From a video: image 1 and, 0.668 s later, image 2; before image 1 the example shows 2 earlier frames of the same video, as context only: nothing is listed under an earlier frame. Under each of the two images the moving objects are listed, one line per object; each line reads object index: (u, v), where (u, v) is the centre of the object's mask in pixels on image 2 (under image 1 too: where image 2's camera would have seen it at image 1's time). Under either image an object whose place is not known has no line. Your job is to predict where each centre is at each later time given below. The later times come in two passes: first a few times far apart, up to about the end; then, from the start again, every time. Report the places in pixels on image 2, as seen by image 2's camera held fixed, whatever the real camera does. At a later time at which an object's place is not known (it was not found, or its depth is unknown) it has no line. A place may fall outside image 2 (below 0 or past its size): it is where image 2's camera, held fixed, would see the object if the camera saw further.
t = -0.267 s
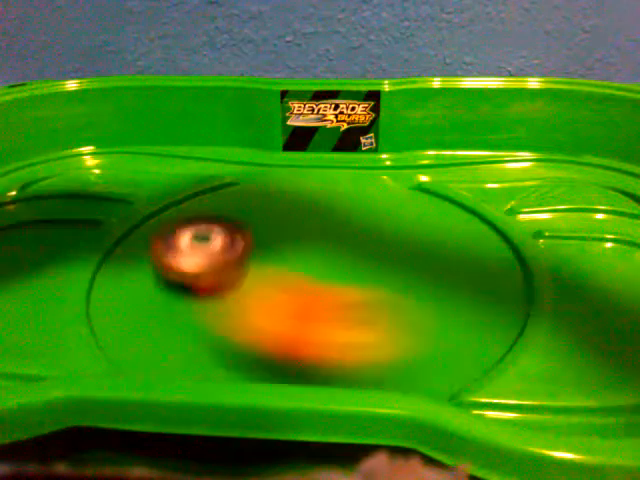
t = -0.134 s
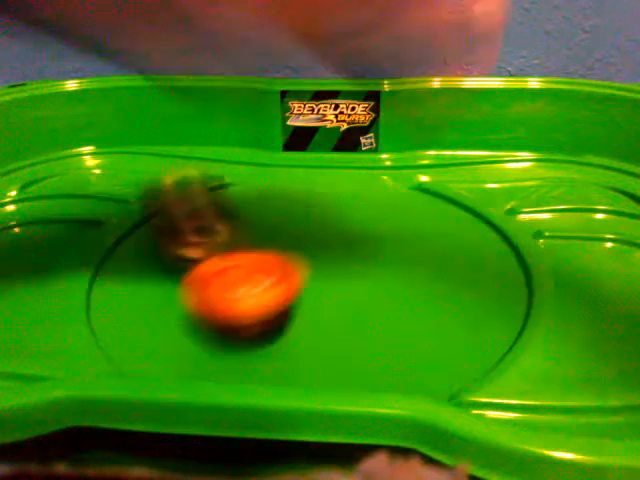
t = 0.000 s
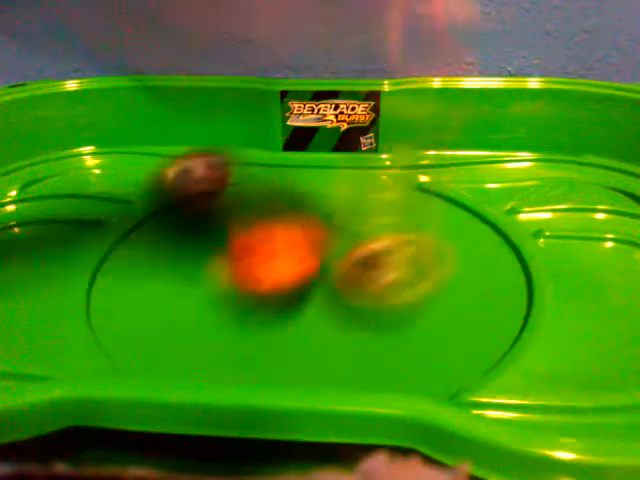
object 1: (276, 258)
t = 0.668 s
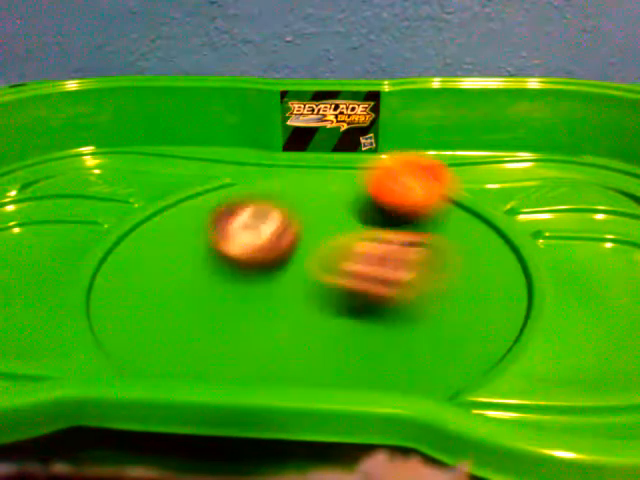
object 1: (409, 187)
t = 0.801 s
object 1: (415, 215)
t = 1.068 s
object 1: (312, 245)
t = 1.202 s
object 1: (274, 221)
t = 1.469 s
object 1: (303, 186)
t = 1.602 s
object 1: (348, 198)
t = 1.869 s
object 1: (380, 225)
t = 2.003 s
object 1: (375, 213)
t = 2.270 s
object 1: (382, 201)
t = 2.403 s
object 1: (369, 211)
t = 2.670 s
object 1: (301, 236)
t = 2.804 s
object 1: (289, 245)
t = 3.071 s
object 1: (375, 247)
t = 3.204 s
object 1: (412, 266)
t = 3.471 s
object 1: (320, 300)
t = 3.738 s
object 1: (297, 267)
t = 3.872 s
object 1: (318, 261)
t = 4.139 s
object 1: (349, 265)
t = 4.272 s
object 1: (347, 271)
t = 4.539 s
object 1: (351, 302)
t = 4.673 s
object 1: (312, 306)
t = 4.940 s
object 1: (257, 280)
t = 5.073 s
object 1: (287, 254)
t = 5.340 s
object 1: (200, 305)
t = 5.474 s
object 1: (144, 297)
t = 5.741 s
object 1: (177, 243)
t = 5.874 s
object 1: (212, 234)
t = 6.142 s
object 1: (224, 260)
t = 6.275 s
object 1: (229, 272)
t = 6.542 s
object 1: (276, 288)
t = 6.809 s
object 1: (341, 293)
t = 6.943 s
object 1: (361, 287)
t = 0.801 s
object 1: (415, 215)
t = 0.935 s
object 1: (385, 237)
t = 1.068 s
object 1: (312, 245)
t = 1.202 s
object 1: (274, 221)
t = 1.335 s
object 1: (273, 199)
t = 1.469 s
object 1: (303, 186)
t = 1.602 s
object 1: (348, 198)
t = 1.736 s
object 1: (366, 225)
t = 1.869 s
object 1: (380, 225)
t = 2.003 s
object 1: (375, 213)
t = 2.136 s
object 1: (379, 201)
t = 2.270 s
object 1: (382, 201)
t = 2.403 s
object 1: (369, 211)
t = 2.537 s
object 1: (332, 223)
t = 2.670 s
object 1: (301, 236)
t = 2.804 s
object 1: (289, 245)
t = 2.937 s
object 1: (313, 241)
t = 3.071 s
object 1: (375, 247)
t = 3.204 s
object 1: (412, 266)
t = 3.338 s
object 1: (396, 294)
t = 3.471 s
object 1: (320, 300)
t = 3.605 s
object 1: (281, 278)
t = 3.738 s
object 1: (297, 267)
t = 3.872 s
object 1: (318, 261)
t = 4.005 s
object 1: (337, 260)
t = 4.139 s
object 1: (349, 265)
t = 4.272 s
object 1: (347, 271)
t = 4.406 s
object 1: (357, 281)
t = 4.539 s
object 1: (351, 302)
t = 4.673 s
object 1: (312, 306)
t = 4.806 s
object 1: (272, 302)
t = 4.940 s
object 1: (257, 280)
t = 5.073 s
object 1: (287, 254)
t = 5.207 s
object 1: (295, 271)
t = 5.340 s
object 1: (200, 305)
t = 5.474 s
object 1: (144, 297)
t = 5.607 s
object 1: (140, 267)
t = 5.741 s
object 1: (177, 243)
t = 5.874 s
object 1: (212, 234)
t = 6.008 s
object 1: (225, 243)
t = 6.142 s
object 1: (224, 260)
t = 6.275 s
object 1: (229, 272)
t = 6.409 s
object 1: (247, 281)
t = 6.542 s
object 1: (276, 288)
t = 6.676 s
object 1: (311, 292)
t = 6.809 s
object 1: (341, 293)
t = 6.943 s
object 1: (361, 287)
